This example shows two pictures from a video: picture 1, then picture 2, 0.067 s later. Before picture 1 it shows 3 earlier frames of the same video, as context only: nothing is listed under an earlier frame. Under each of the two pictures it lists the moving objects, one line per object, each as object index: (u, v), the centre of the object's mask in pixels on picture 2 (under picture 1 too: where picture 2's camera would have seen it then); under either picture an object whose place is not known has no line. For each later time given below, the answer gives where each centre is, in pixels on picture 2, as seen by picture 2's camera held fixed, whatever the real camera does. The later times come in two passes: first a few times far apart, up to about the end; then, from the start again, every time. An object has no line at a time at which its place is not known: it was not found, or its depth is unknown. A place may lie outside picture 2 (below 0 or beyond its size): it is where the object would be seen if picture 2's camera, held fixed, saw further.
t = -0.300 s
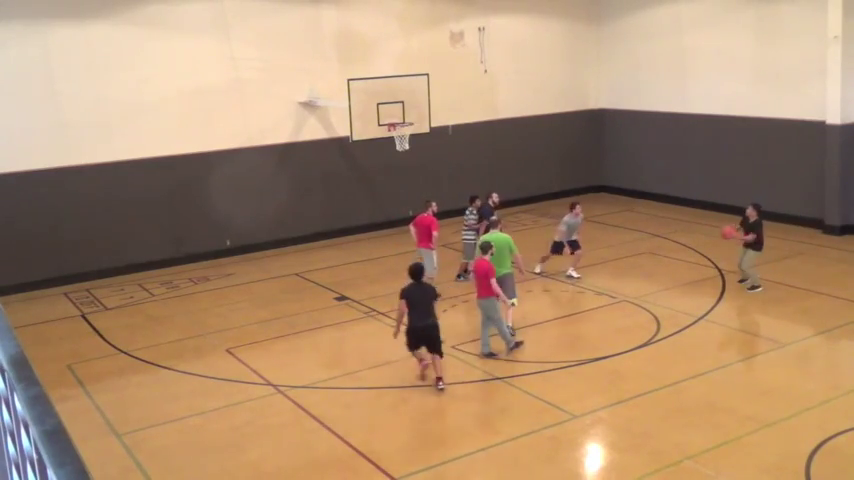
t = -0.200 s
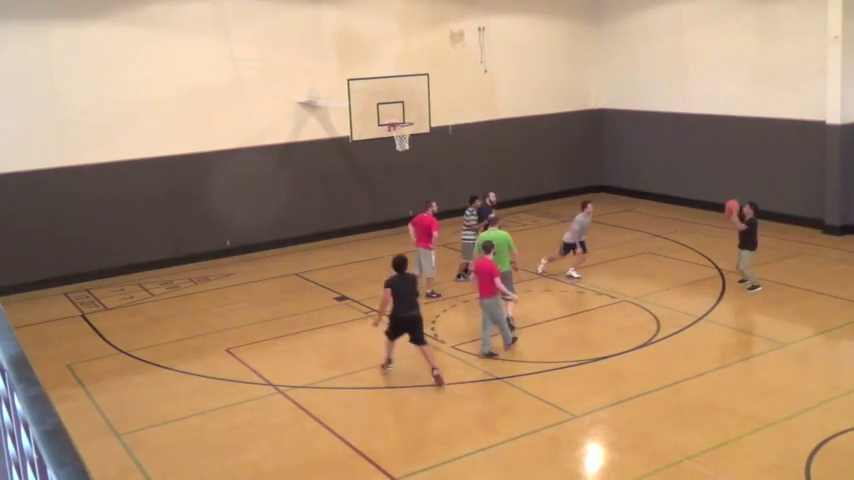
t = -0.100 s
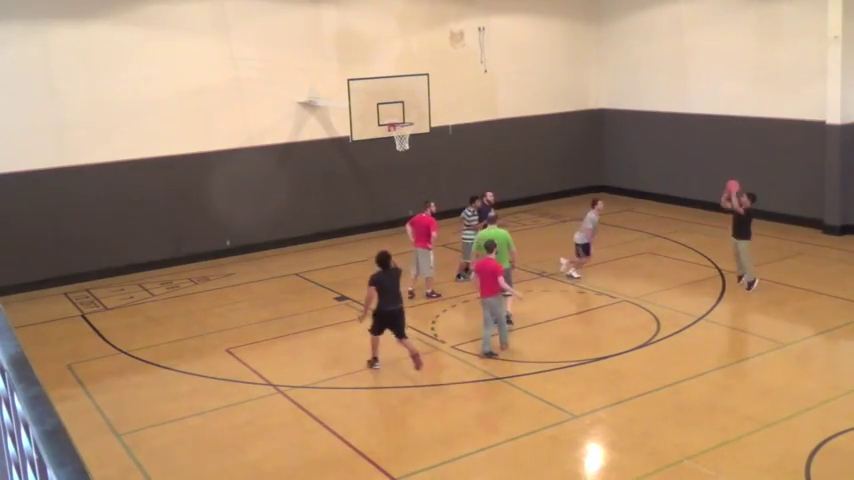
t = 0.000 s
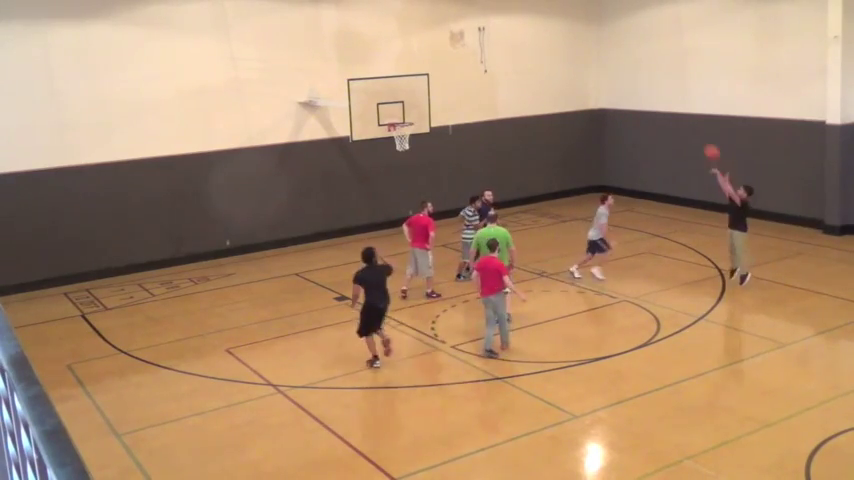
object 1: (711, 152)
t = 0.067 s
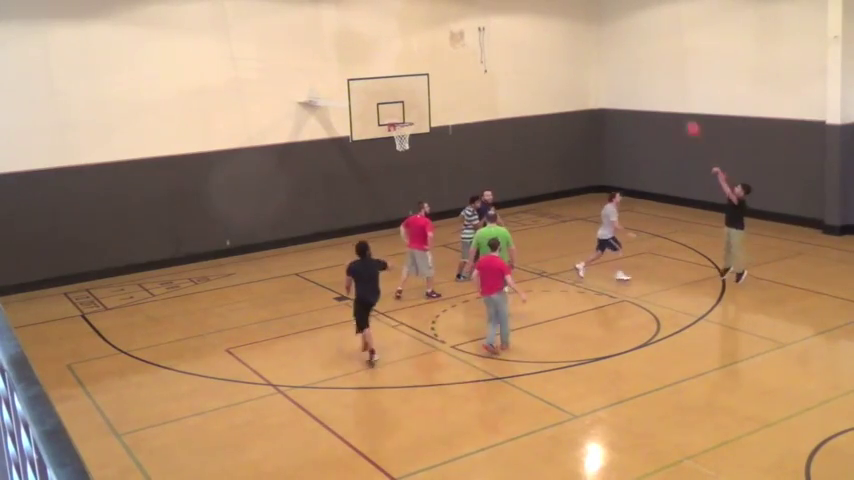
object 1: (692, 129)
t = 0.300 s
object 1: (626, 68)
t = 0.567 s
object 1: (554, 37)
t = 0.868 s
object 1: (481, 49)
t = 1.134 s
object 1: (422, 97)
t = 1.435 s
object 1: (384, 148)
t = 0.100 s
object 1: (682, 119)
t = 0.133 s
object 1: (673, 108)
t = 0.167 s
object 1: (663, 99)
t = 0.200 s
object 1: (654, 90)
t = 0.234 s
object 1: (644, 82)
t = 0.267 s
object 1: (635, 75)
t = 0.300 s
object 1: (626, 68)
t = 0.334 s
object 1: (616, 62)
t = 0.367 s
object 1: (607, 56)
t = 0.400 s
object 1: (599, 51)
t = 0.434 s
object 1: (589, 47)
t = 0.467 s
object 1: (580, 44)
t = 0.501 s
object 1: (572, 41)
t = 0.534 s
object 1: (563, 38)
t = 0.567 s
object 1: (554, 37)
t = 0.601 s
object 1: (546, 36)
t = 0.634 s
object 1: (537, 35)
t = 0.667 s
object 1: (529, 36)
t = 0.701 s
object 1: (520, 36)
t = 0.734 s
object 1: (512, 38)
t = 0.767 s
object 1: (504, 40)
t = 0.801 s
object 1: (496, 42)
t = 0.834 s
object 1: (488, 45)
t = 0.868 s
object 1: (481, 49)
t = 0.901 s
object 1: (473, 53)
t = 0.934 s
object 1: (465, 58)
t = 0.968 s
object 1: (458, 63)
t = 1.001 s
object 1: (450, 69)
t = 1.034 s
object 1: (443, 75)
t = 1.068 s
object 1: (436, 82)
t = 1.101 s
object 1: (429, 89)
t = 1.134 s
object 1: (422, 97)
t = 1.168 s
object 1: (416, 105)
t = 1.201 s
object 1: (409, 113)
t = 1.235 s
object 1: (402, 123)
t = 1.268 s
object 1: (395, 130)
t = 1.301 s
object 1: (391, 137)
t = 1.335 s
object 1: (391, 137)
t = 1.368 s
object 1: (388, 142)
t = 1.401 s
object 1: (386, 145)
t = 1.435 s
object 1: (384, 148)
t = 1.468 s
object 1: (382, 152)
